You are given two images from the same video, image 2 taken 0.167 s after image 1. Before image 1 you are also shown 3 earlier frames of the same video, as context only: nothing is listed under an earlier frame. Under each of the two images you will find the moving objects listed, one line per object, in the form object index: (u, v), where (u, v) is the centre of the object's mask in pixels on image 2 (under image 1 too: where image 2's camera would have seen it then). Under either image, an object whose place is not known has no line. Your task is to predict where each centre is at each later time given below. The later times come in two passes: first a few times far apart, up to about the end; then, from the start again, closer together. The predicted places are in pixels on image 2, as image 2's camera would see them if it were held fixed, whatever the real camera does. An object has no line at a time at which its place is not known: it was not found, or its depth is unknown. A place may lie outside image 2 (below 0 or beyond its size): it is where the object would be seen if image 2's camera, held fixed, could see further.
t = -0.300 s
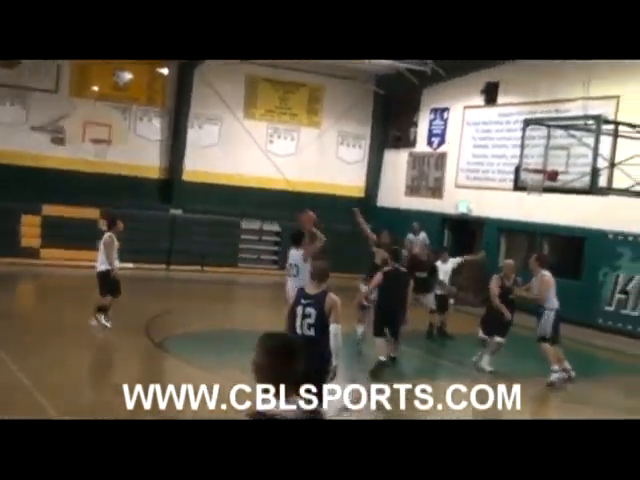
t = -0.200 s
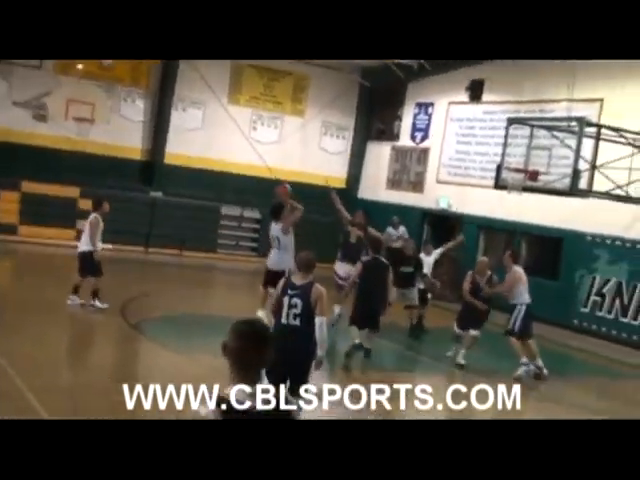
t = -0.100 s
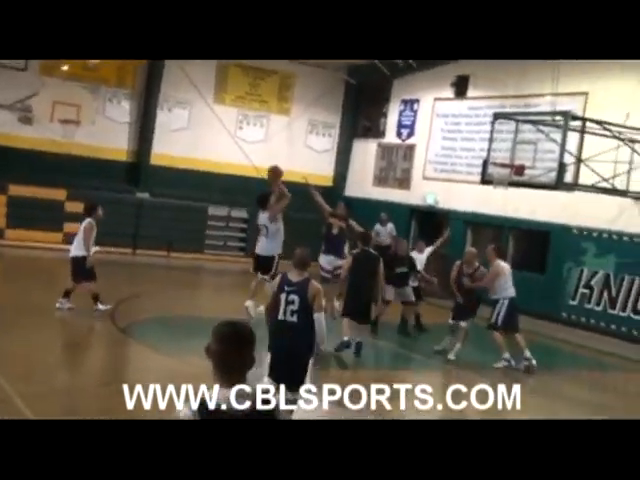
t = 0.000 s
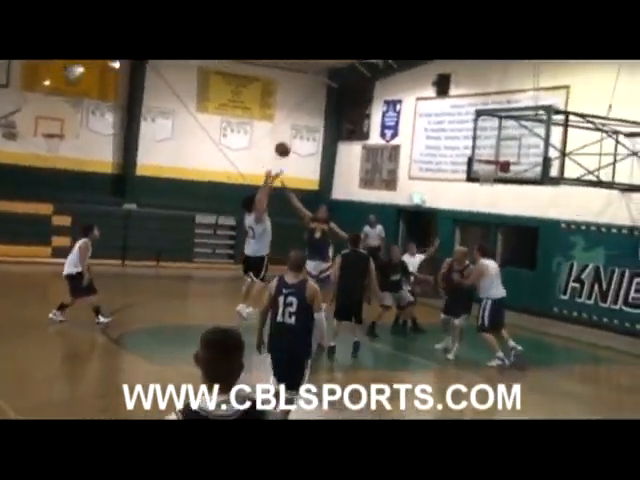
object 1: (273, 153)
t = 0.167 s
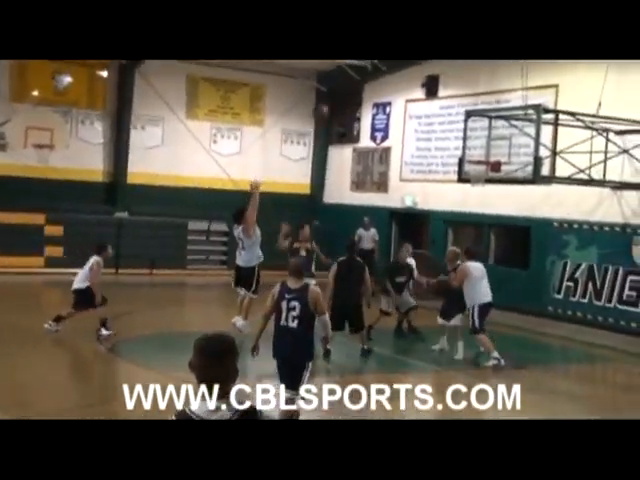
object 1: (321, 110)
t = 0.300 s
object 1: (354, 90)
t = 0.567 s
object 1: (420, 85)
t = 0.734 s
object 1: (457, 103)
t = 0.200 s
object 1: (331, 105)
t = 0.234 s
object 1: (338, 100)
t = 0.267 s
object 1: (346, 95)
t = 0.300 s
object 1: (354, 90)
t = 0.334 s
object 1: (363, 88)
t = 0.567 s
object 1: (420, 85)
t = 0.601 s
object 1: (428, 88)
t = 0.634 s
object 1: (432, 88)
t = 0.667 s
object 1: (443, 95)
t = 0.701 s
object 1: (450, 100)
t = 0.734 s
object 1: (457, 103)
